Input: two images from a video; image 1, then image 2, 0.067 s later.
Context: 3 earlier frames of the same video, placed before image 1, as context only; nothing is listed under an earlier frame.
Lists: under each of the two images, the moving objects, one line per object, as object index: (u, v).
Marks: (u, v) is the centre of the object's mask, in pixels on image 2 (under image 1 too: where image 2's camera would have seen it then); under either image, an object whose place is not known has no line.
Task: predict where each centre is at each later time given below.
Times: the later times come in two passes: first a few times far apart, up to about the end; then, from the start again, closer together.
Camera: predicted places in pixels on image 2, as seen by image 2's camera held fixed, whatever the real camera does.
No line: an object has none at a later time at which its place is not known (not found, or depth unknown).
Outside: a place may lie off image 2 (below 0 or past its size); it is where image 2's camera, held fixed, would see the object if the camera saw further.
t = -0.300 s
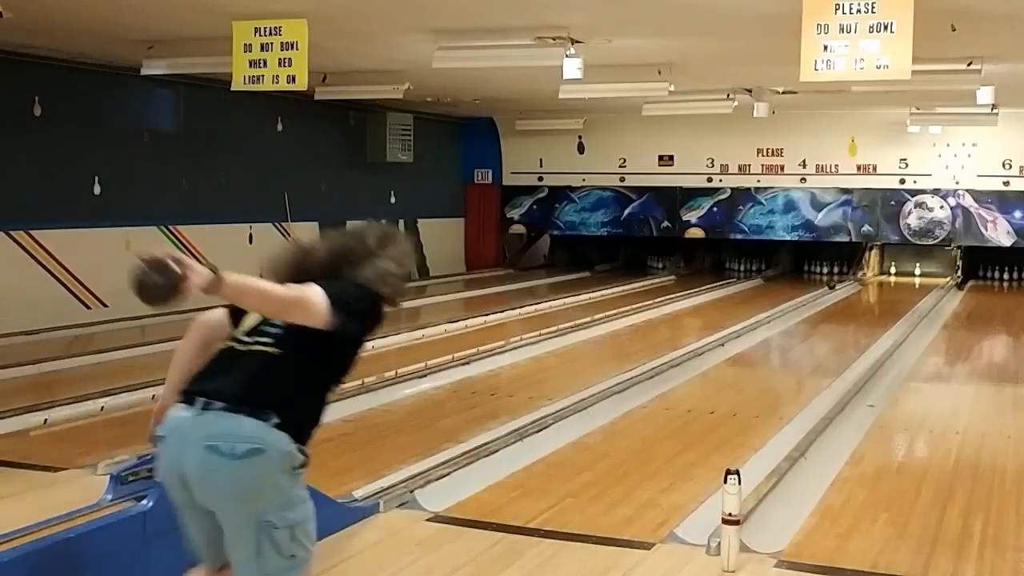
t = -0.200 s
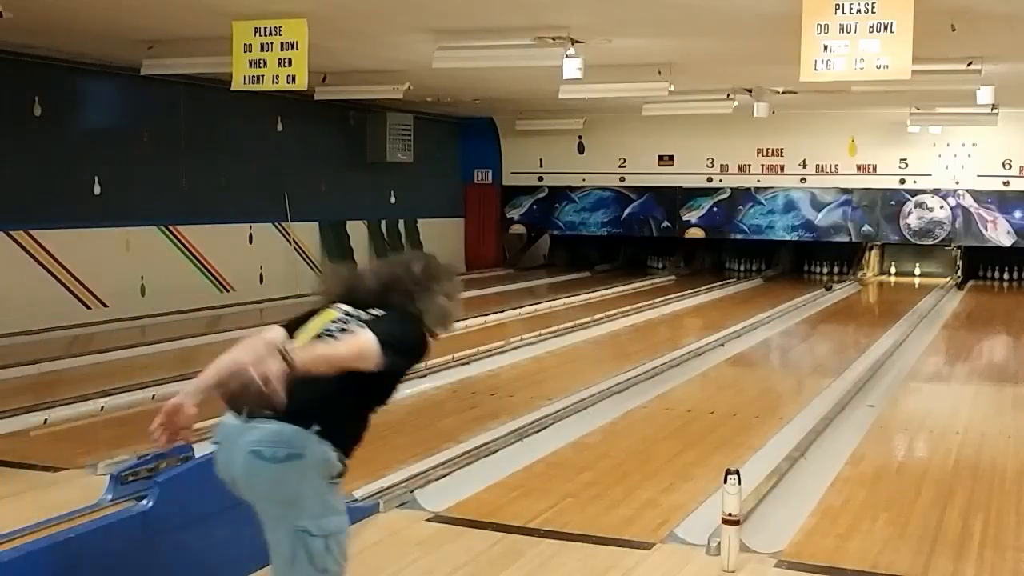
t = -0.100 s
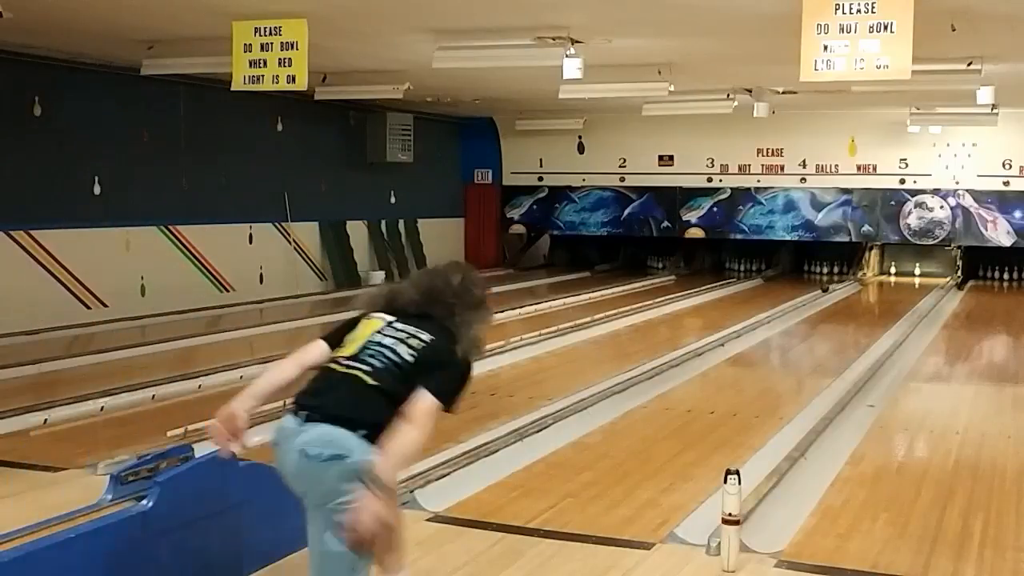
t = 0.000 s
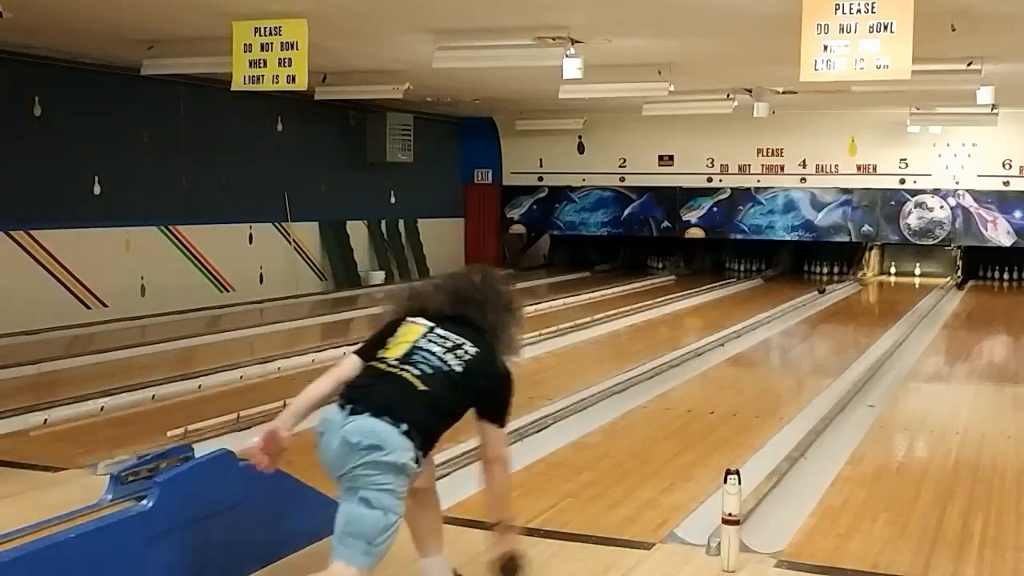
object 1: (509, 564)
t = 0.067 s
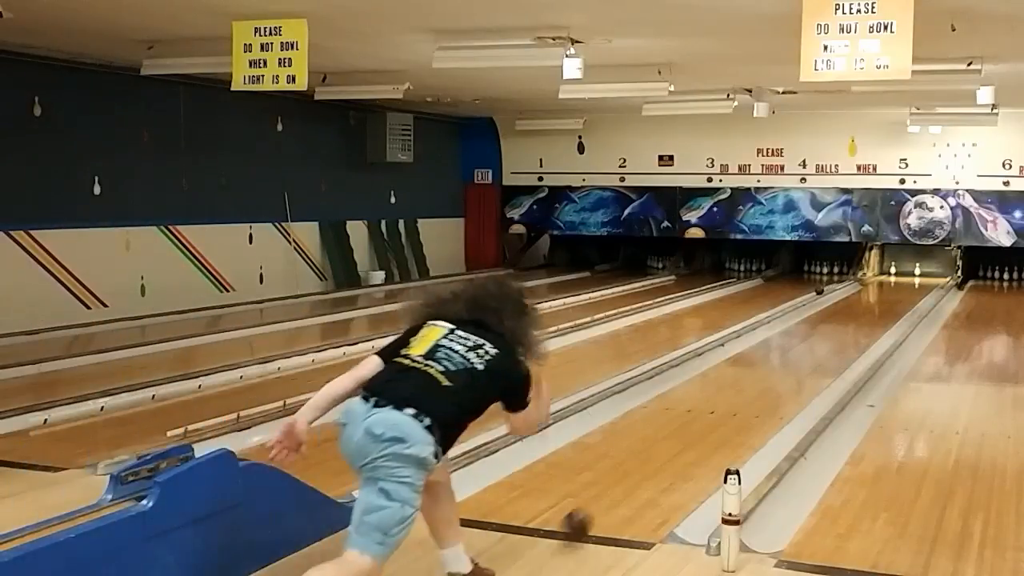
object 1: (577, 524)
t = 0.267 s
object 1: (695, 432)
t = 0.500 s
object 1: (764, 373)
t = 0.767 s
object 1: (807, 335)
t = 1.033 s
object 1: (834, 312)
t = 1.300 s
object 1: (851, 296)
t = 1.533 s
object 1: (861, 286)
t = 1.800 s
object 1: (868, 281)
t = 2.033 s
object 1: (878, 273)
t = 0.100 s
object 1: (603, 501)
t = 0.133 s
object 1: (625, 484)
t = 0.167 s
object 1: (646, 471)
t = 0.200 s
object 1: (664, 457)
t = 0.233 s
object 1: (680, 445)
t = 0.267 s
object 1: (695, 432)
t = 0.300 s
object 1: (708, 421)
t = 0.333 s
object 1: (719, 411)
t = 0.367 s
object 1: (729, 402)
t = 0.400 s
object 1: (739, 394)
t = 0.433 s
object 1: (748, 386)
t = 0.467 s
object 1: (756, 380)
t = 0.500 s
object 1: (764, 373)
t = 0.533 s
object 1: (770, 367)
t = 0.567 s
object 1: (777, 362)
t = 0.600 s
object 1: (782, 357)
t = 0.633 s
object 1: (788, 352)
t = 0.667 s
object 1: (794, 348)
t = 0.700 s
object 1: (798, 343)
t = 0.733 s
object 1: (803, 339)
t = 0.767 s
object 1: (807, 335)
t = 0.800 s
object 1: (811, 332)
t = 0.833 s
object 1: (815, 329)
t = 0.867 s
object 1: (819, 325)
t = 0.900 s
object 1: (822, 322)
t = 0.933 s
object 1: (825, 320)
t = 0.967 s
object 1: (828, 317)
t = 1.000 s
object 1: (831, 314)
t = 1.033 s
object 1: (834, 312)
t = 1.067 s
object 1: (836, 310)
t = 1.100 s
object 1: (839, 307)
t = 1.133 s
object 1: (841, 305)
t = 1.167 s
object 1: (843, 303)
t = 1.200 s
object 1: (845, 301)
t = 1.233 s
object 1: (847, 299)
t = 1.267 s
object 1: (849, 297)
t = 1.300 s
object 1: (851, 296)
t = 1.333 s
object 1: (853, 295)
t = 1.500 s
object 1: (860, 287)
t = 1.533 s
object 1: (861, 286)
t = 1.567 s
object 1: (862, 285)
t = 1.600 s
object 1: (863, 283)
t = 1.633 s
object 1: (865, 283)
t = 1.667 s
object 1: (865, 282)
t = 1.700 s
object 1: (867, 282)
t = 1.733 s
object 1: (867, 282)
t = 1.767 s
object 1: (868, 281)
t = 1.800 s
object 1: (868, 281)
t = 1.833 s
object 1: (868, 280)
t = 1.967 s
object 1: (877, 275)
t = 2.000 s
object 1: (878, 274)
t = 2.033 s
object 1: (878, 273)
